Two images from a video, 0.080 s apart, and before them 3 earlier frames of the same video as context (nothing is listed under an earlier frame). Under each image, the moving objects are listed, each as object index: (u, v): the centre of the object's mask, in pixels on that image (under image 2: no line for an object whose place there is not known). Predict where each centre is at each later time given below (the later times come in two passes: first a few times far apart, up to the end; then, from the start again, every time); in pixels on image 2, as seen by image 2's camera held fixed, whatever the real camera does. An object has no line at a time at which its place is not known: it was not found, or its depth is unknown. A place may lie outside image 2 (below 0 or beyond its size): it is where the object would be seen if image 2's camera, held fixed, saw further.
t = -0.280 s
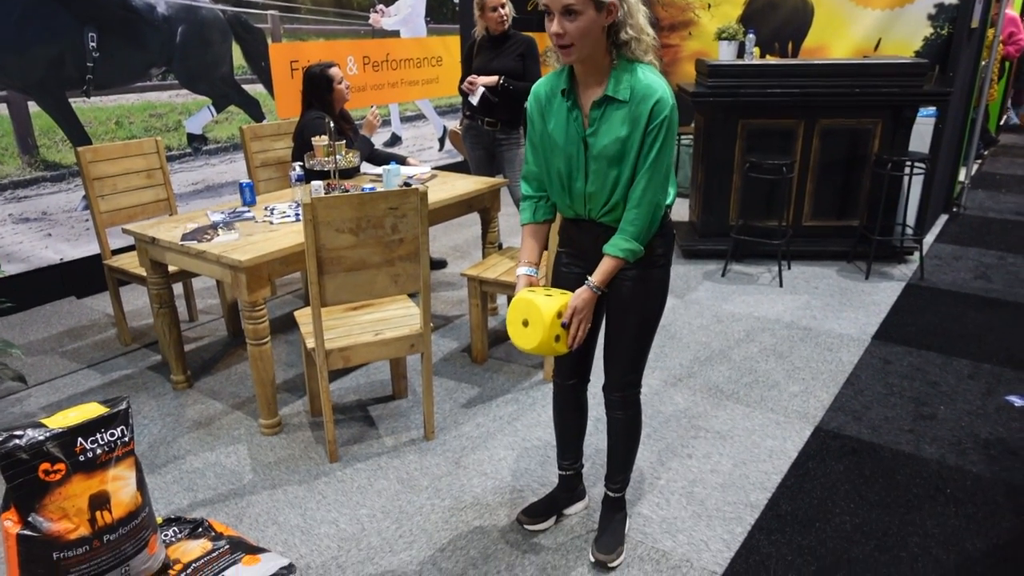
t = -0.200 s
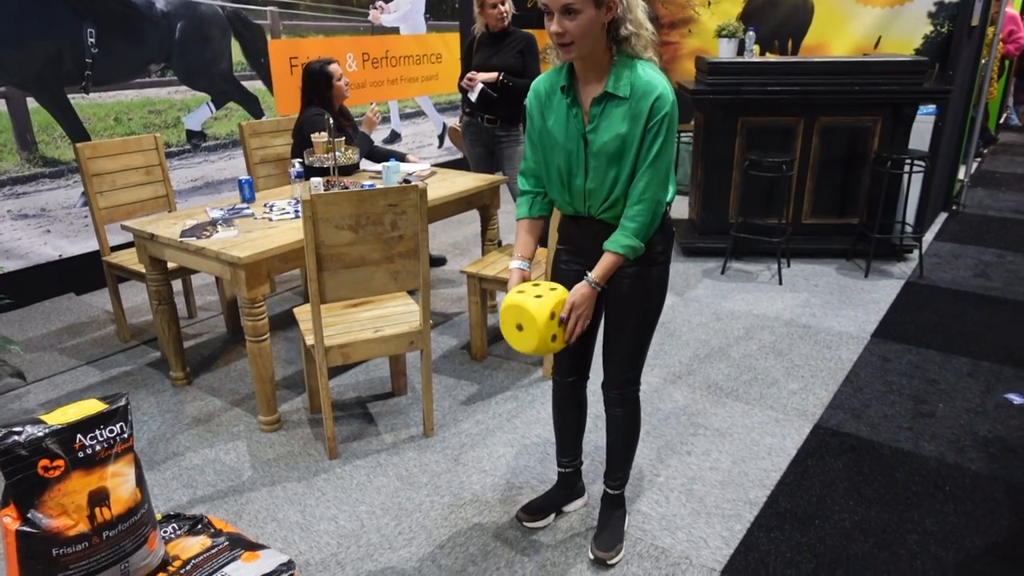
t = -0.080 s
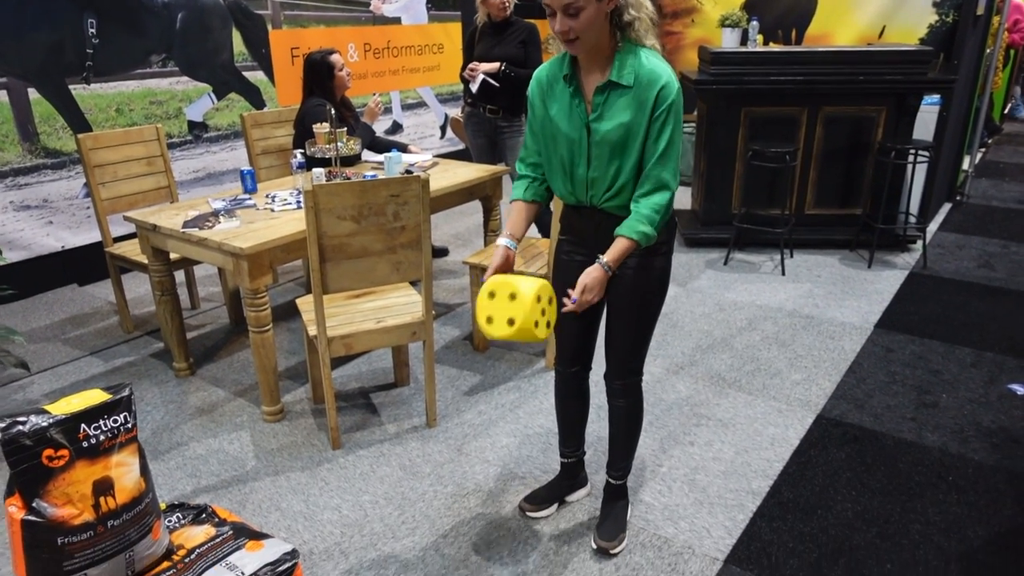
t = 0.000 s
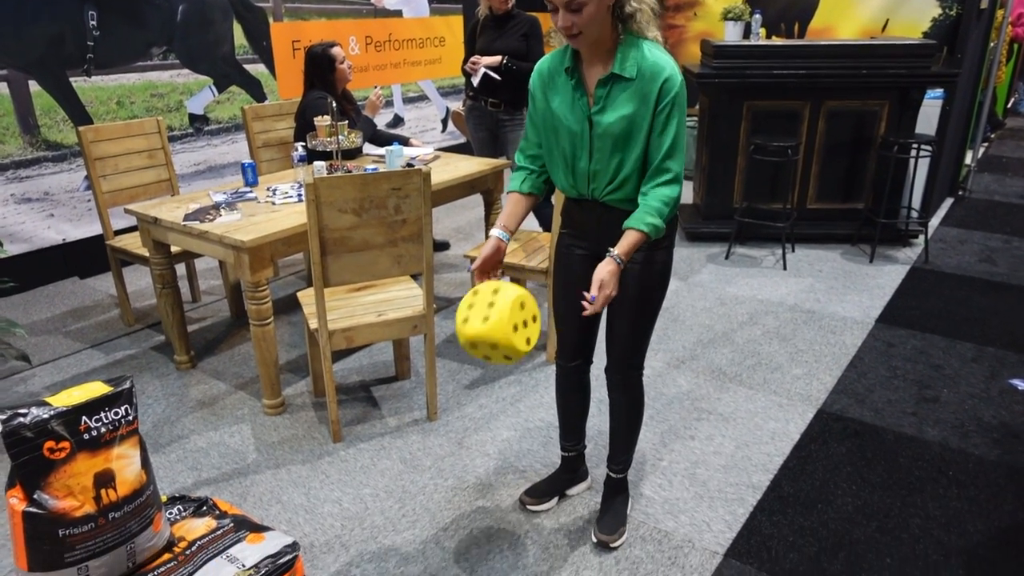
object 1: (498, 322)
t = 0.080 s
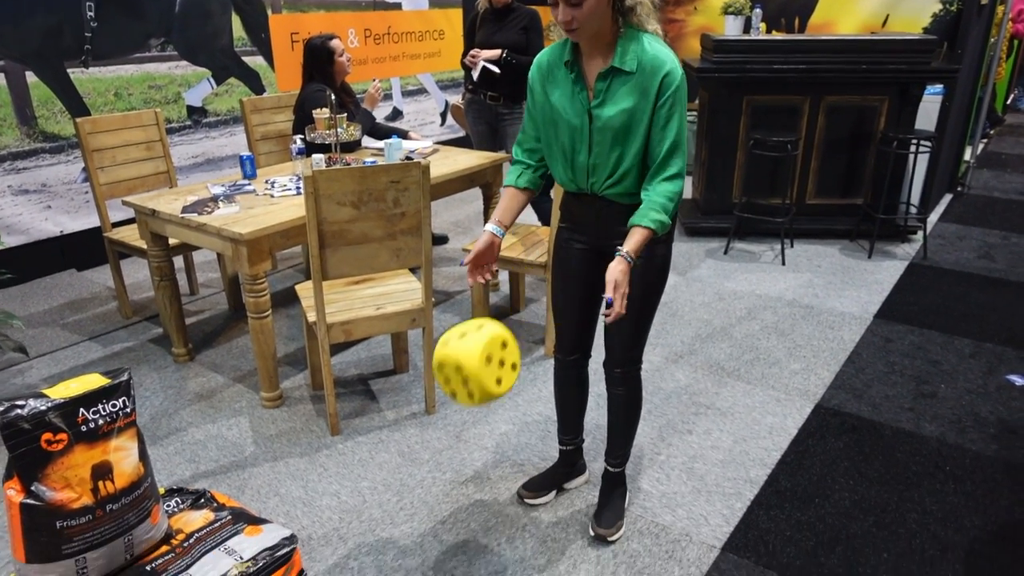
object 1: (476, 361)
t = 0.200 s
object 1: (448, 474)
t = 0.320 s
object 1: (424, 601)
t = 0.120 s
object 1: (467, 391)
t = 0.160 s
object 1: (456, 432)
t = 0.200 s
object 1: (448, 474)
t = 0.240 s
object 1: (438, 523)
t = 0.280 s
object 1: (431, 568)
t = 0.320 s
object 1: (424, 601)
